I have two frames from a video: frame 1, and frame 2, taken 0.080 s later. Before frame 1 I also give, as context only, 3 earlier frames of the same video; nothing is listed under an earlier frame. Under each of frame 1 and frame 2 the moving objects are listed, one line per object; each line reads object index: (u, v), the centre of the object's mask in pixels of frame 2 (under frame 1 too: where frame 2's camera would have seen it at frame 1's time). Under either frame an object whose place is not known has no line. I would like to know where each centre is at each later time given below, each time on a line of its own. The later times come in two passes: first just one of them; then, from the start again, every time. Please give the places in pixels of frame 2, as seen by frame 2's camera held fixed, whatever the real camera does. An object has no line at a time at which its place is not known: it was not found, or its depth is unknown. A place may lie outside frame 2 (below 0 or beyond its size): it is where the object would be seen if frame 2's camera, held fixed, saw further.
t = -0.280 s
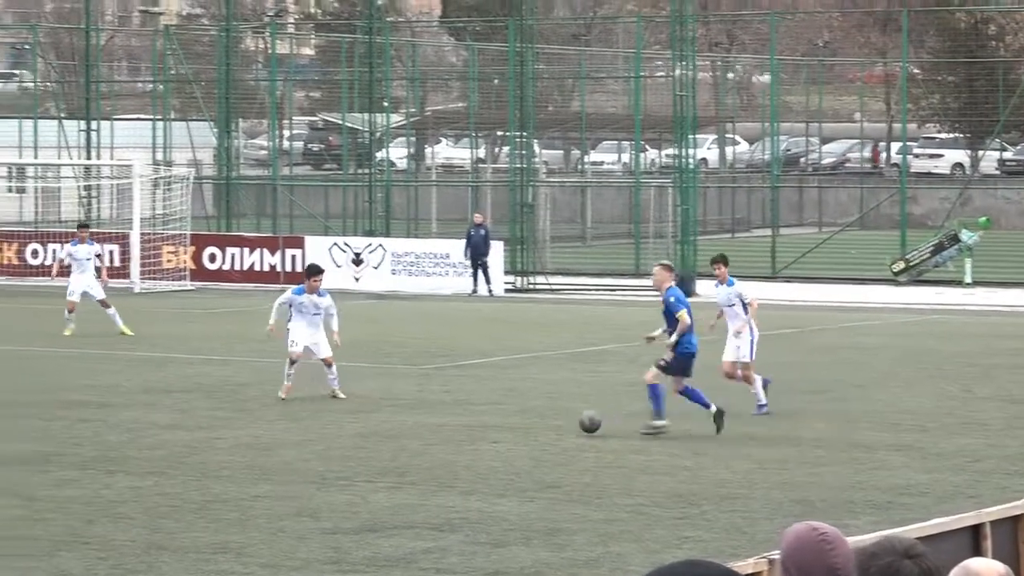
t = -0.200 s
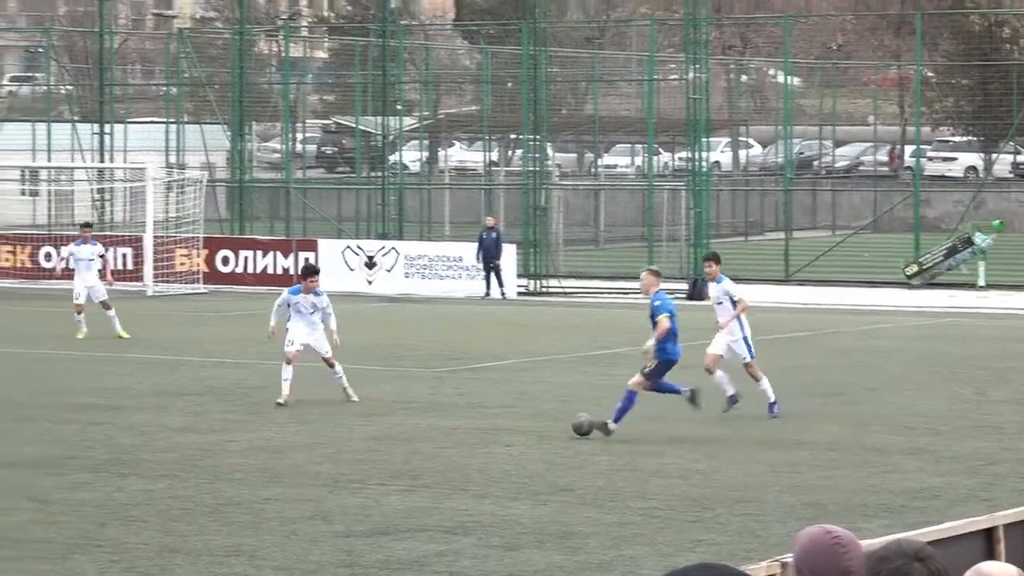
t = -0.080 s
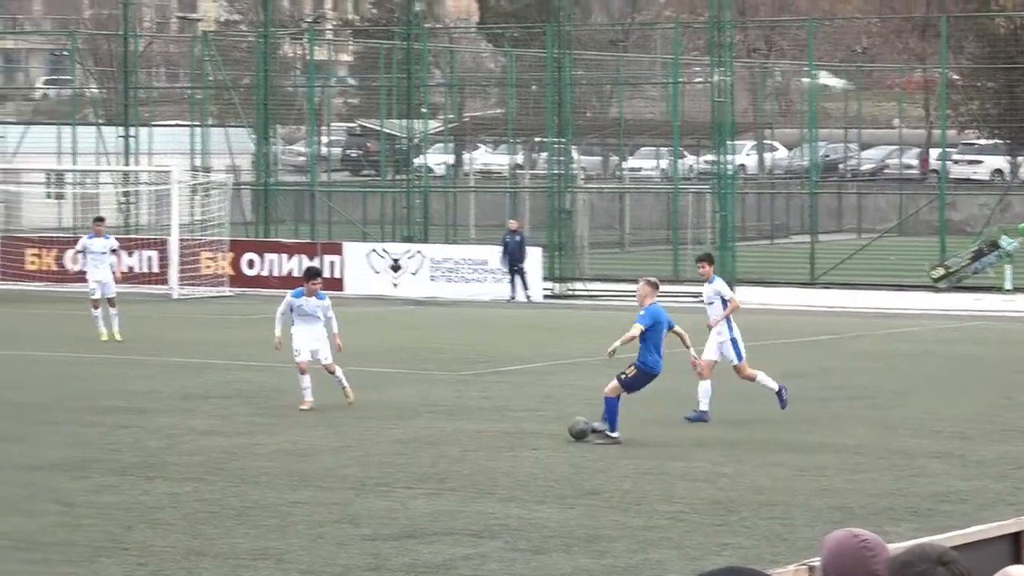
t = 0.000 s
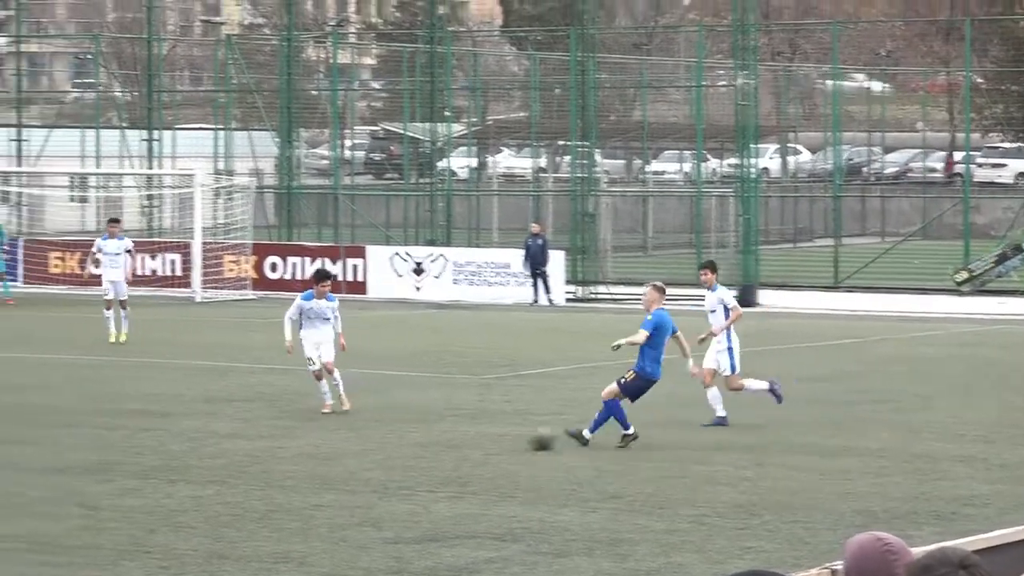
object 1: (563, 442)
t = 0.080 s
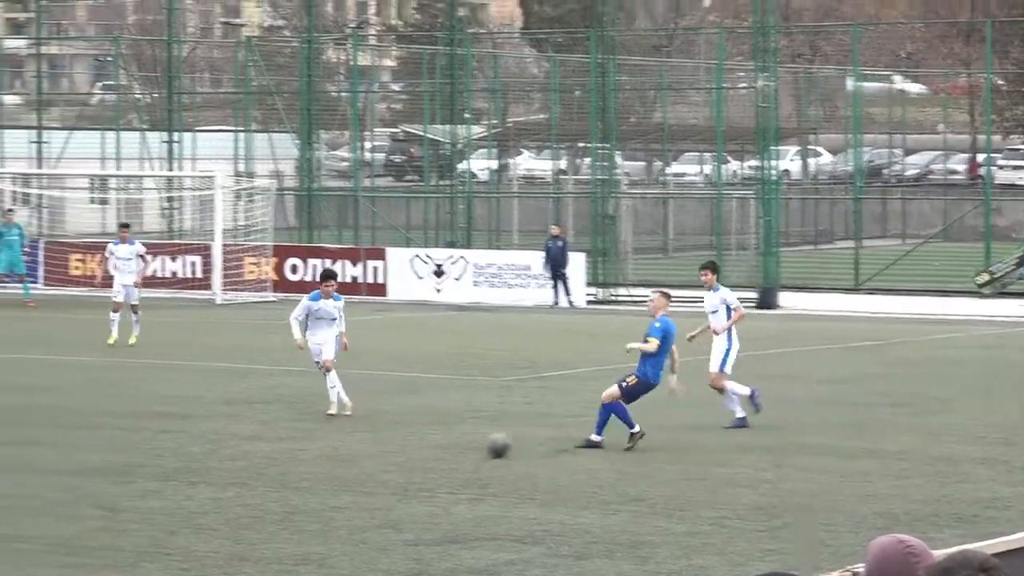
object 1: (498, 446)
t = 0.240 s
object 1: (373, 457)
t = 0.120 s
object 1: (465, 449)
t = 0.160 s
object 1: (435, 450)
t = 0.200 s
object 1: (404, 453)
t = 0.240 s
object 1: (373, 457)
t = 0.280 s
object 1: (343, 459)
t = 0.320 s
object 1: (314, 460)
